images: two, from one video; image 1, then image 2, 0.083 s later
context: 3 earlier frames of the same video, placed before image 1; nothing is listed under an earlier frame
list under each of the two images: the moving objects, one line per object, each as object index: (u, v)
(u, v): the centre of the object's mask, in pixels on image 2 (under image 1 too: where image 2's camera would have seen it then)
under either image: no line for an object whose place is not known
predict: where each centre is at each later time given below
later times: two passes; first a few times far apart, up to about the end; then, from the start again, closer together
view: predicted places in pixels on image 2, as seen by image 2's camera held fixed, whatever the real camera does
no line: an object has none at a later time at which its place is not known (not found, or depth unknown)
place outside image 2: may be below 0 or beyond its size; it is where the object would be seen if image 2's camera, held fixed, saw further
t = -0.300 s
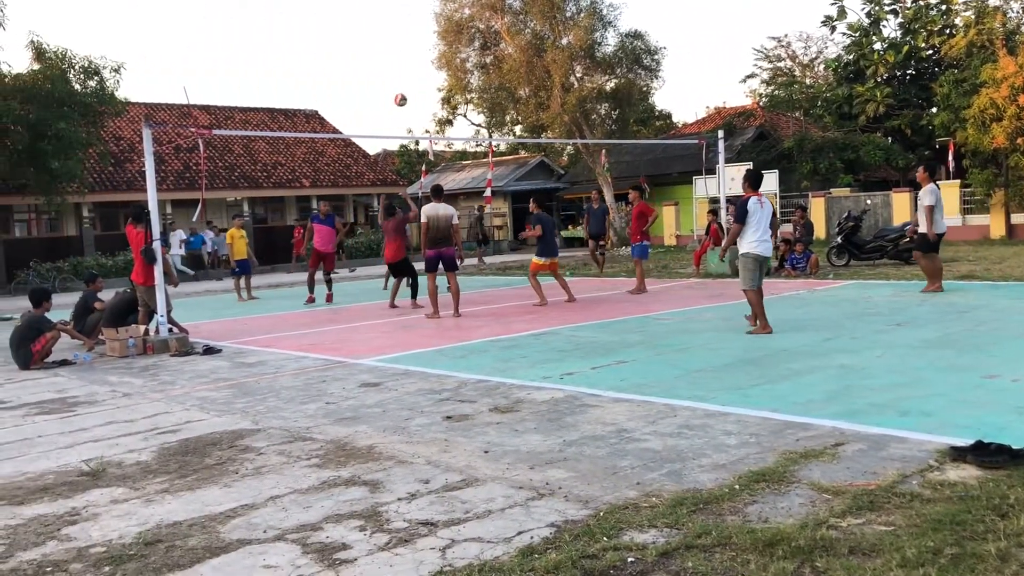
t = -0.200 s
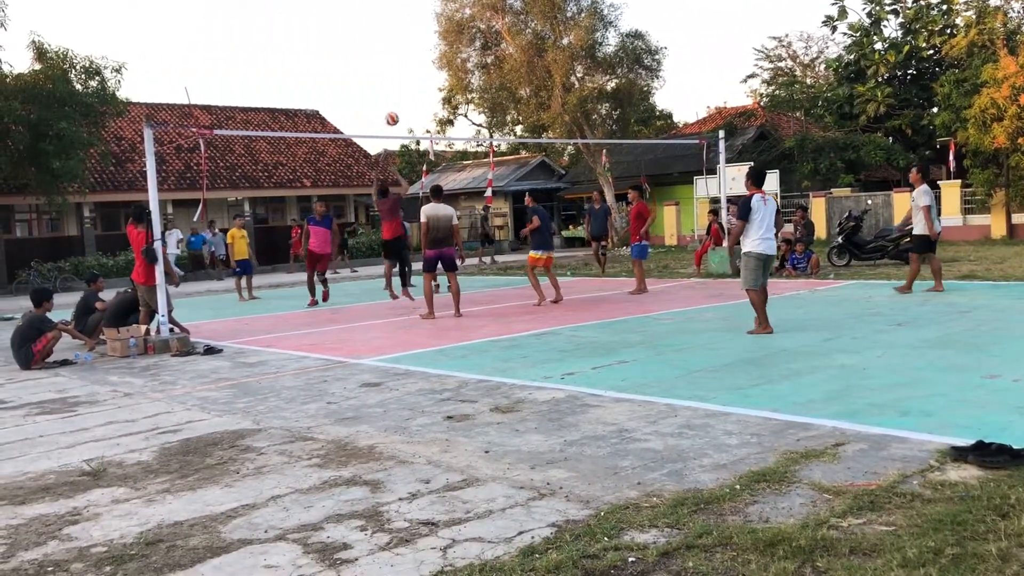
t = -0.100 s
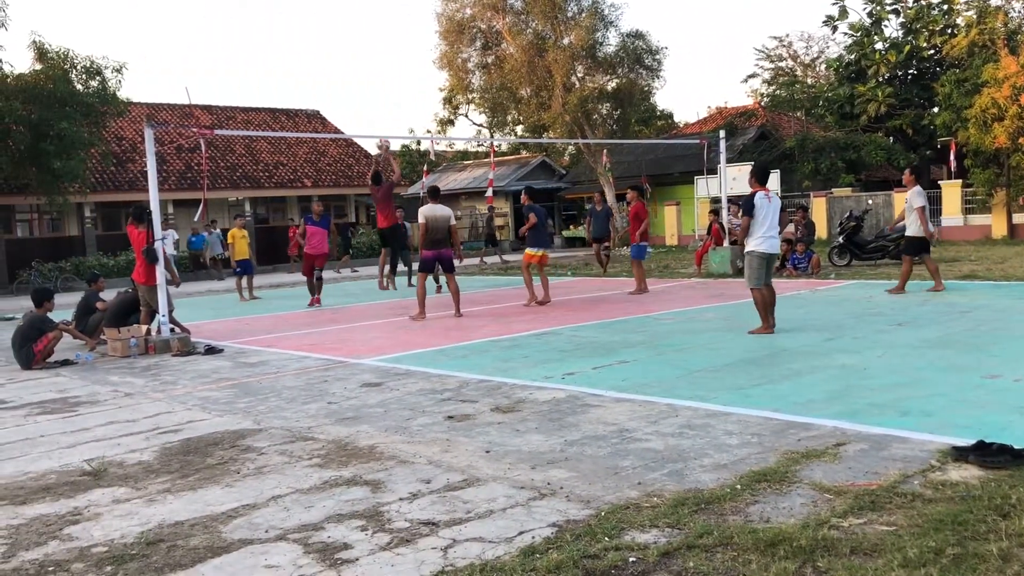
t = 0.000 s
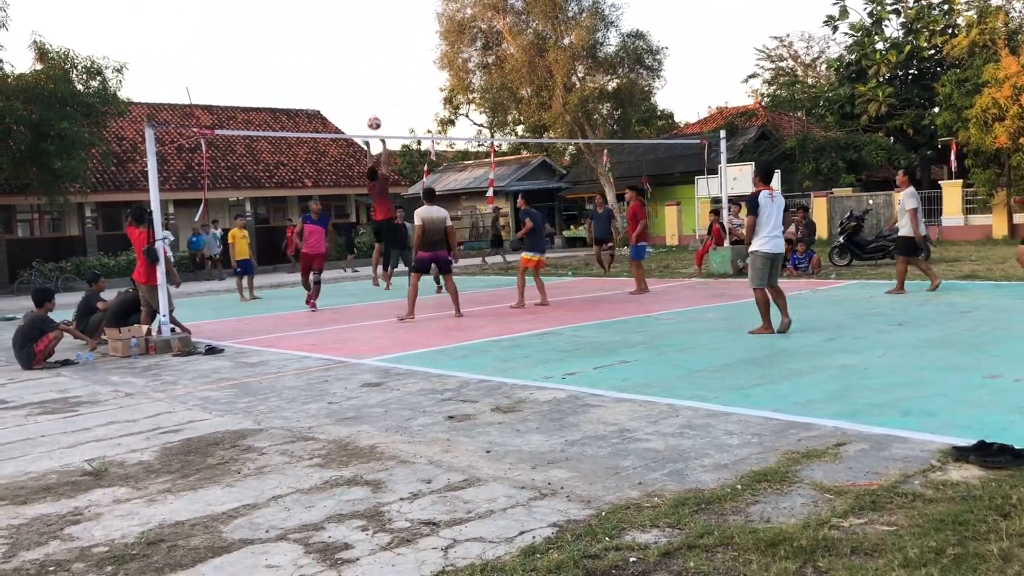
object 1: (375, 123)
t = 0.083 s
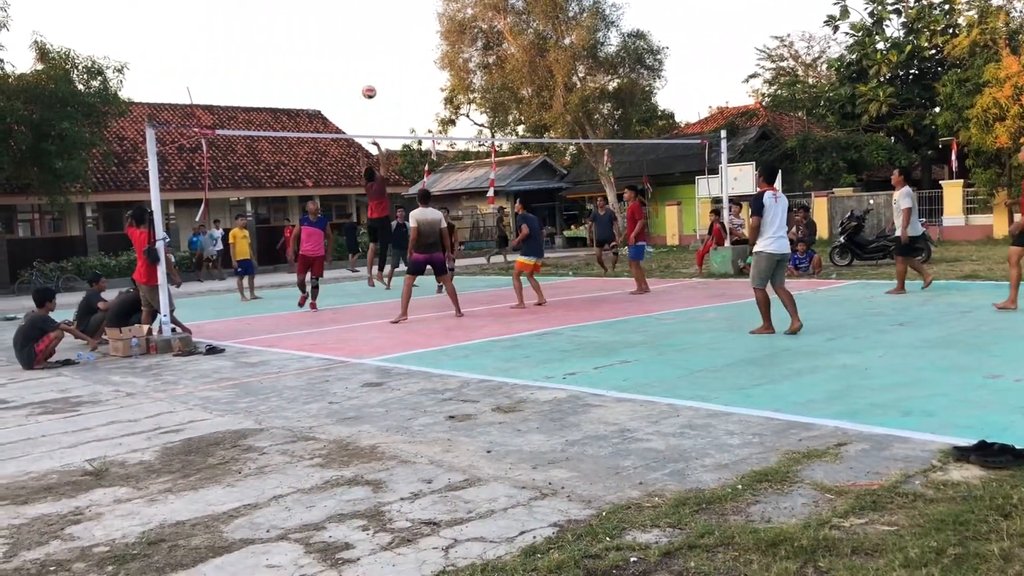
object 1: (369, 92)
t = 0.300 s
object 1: (355, 32)
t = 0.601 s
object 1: (338, 3)
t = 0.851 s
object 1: (327, 23)
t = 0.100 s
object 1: (368, 86)
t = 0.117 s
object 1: (366, 81)
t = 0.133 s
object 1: (365, 75)
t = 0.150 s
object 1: (364, 70)
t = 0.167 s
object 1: (363, 65)
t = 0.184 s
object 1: (362, 60)
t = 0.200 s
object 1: (361, 56)
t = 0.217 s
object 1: (360, 51)
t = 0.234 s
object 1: (359, 47)
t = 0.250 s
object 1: (358, 43)
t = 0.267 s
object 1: (357, 39)
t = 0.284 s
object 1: (356, 35)
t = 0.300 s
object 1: (355, 32)
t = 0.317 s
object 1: (354, 28)
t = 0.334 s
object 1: (353, 25)
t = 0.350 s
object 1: (352, 22)
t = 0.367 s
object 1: (351, 19)
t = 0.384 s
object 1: (350, 16)
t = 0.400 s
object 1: (349, 14)
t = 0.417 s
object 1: (348, 12)
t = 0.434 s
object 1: (347, 10)
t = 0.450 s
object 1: (346, 8)
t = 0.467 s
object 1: (345, 6)
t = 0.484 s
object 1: (344, 6)
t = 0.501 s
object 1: (344, 5)
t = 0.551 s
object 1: (341, 4)
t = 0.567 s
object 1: (340, 3)
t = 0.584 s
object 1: (339, 3)
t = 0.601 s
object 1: (338, 3)
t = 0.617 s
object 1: (338, 3)
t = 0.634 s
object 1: (337, 4)
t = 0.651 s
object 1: (336, 4)
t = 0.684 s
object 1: (334, 4)
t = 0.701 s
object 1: (334, 5)
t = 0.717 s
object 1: (333, 6)
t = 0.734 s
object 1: (332, 7)
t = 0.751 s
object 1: (331, 8)
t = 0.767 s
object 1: (330, 10)
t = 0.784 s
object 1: (329, 12)
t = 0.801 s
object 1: (329, 15)
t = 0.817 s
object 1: (328, 17)
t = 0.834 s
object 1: (328, 20)
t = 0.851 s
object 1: (327, 23)
